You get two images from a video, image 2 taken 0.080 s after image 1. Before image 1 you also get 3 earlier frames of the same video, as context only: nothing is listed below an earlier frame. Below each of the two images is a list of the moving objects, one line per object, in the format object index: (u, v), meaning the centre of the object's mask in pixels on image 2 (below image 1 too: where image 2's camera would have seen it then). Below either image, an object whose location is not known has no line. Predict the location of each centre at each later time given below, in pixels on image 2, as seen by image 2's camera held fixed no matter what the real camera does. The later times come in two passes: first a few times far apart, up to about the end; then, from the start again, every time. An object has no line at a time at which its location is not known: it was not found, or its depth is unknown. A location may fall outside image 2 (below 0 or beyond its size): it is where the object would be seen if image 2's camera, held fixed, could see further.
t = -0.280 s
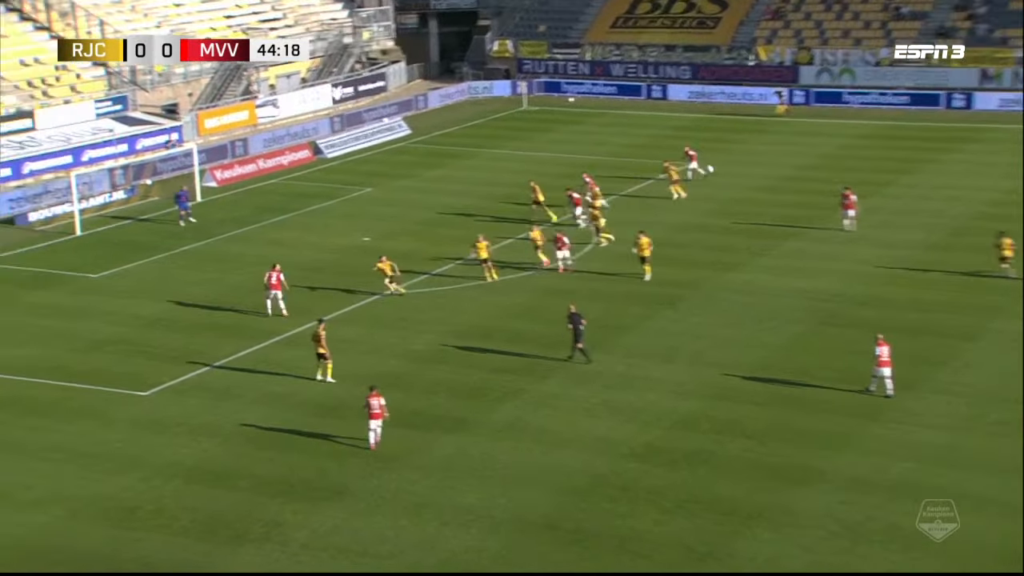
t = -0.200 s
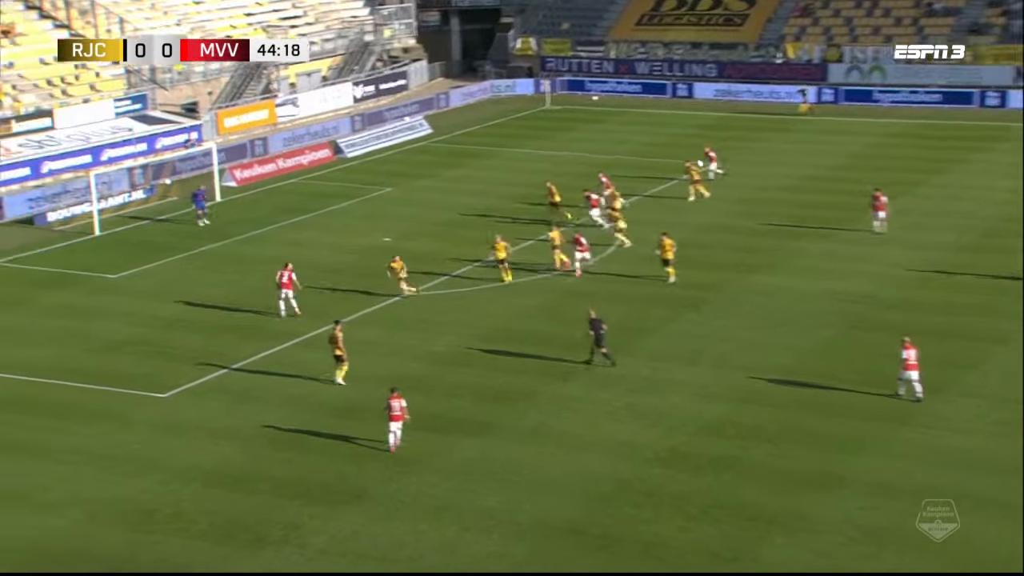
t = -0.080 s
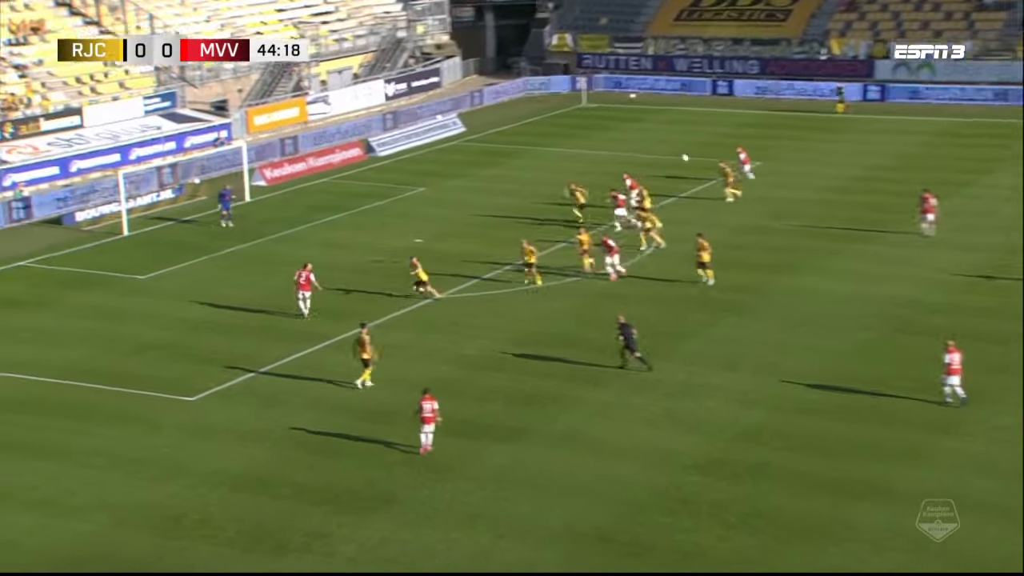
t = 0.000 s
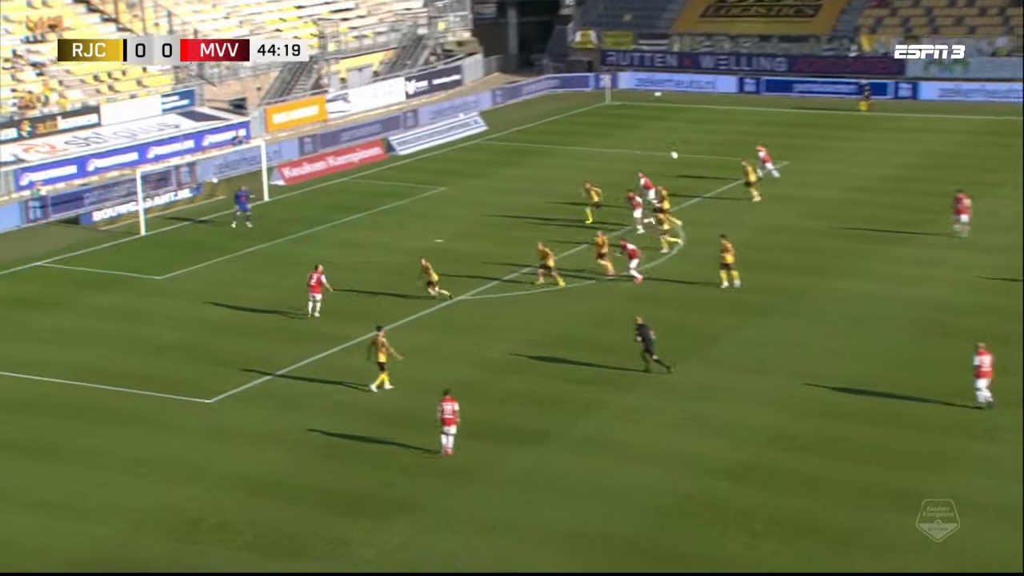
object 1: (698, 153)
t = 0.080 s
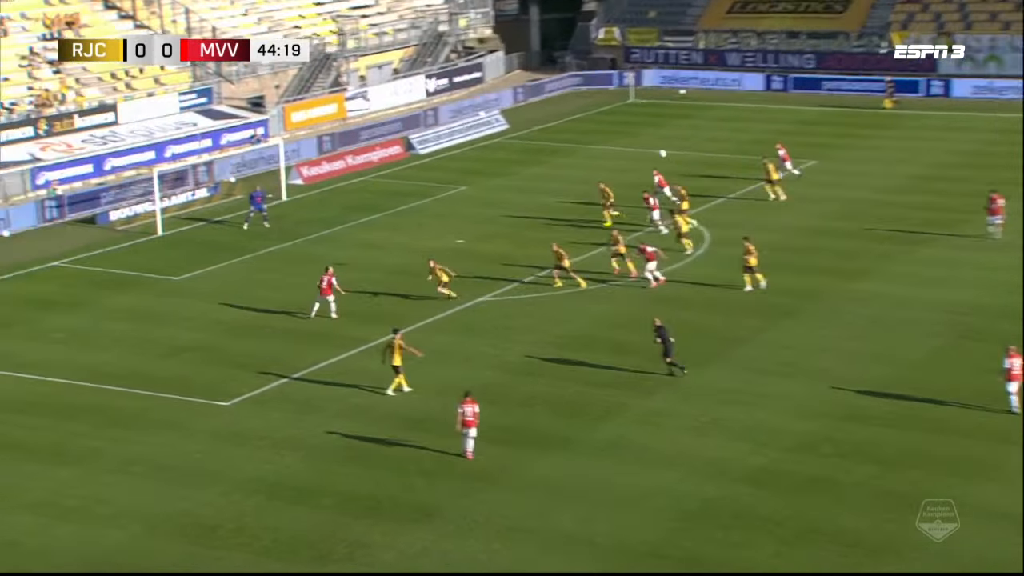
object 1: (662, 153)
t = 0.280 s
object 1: (574, 158)
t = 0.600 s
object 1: (438, 185)
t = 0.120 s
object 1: (645, 154)
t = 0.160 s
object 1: (627, 154)
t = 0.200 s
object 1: (609, 155)
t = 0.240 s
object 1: (591, 156)
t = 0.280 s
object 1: (574, 158)
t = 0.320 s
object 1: (557, 161)
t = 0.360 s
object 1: (540, 163)
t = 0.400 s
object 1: (523, 166)
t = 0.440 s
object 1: (505, 169)
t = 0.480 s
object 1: (488, 172)
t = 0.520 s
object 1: (471, 176)
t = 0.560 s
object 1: (454, 181)
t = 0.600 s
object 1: (438, 185)
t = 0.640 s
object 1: (421, 190)
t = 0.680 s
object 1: (404, 195)
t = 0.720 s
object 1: (388, 202)
